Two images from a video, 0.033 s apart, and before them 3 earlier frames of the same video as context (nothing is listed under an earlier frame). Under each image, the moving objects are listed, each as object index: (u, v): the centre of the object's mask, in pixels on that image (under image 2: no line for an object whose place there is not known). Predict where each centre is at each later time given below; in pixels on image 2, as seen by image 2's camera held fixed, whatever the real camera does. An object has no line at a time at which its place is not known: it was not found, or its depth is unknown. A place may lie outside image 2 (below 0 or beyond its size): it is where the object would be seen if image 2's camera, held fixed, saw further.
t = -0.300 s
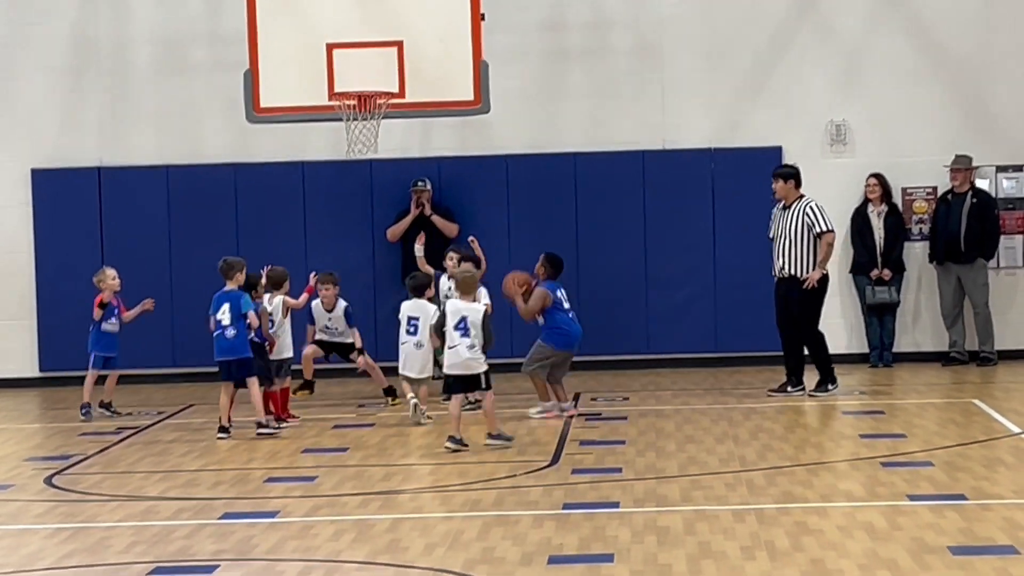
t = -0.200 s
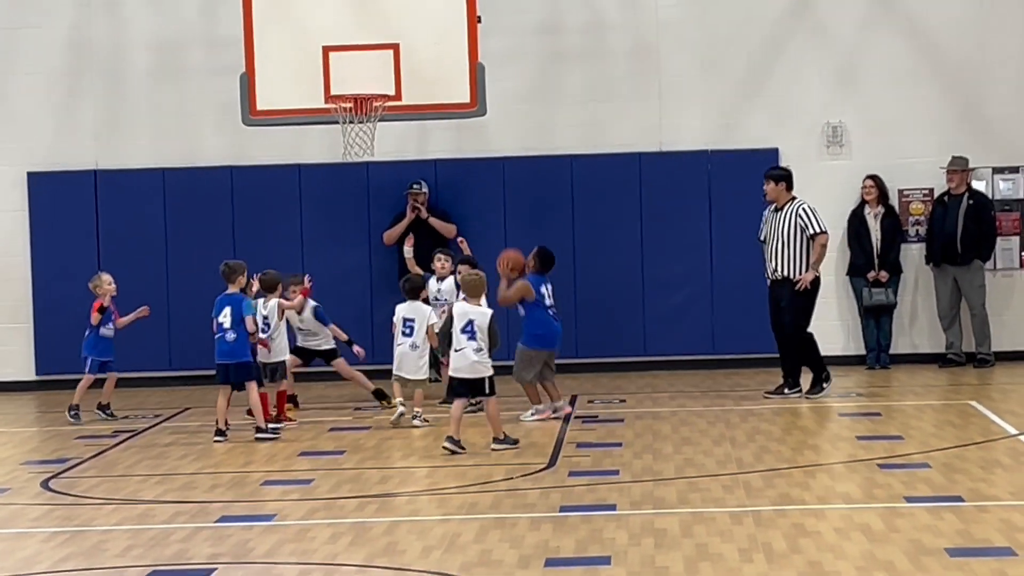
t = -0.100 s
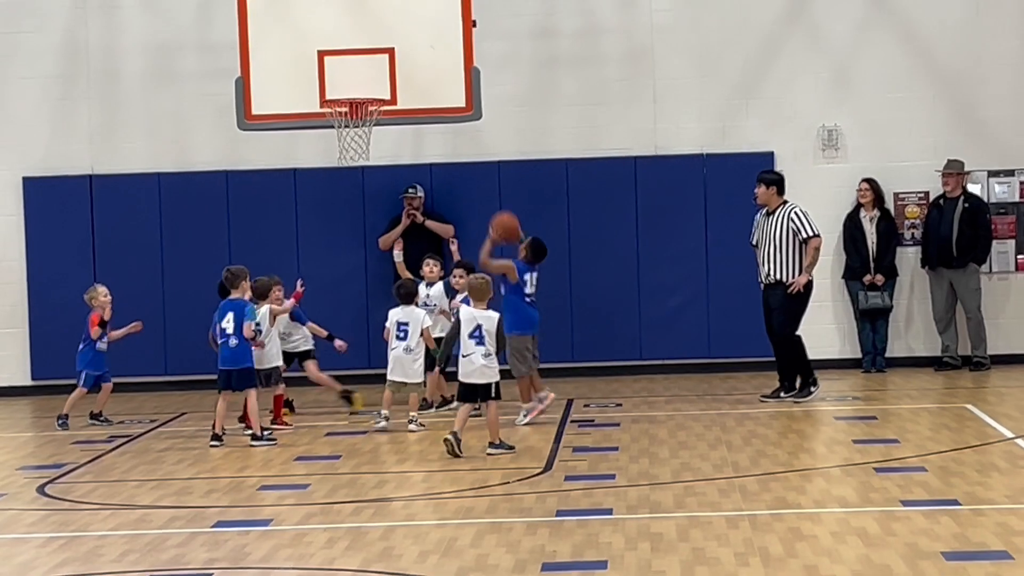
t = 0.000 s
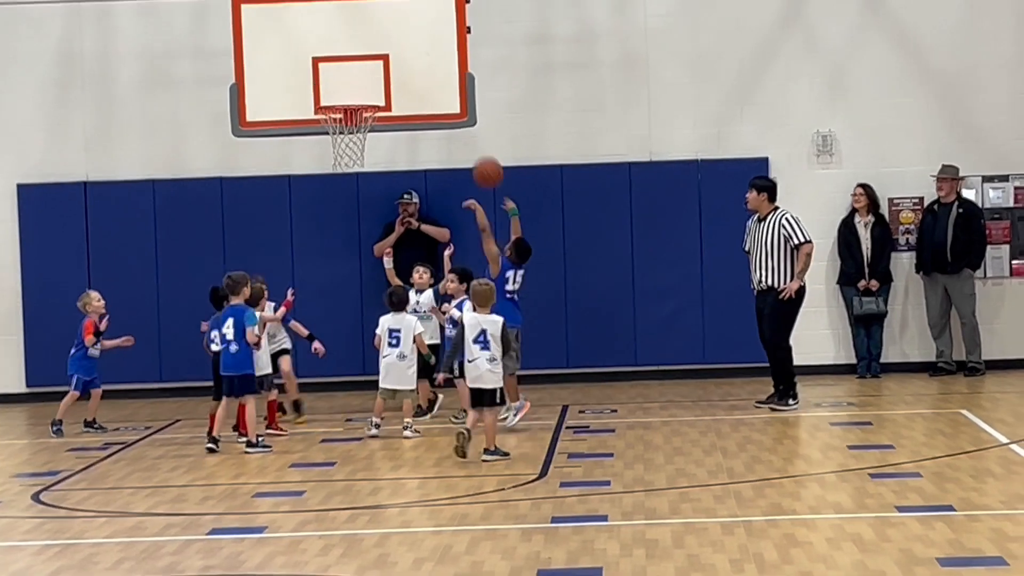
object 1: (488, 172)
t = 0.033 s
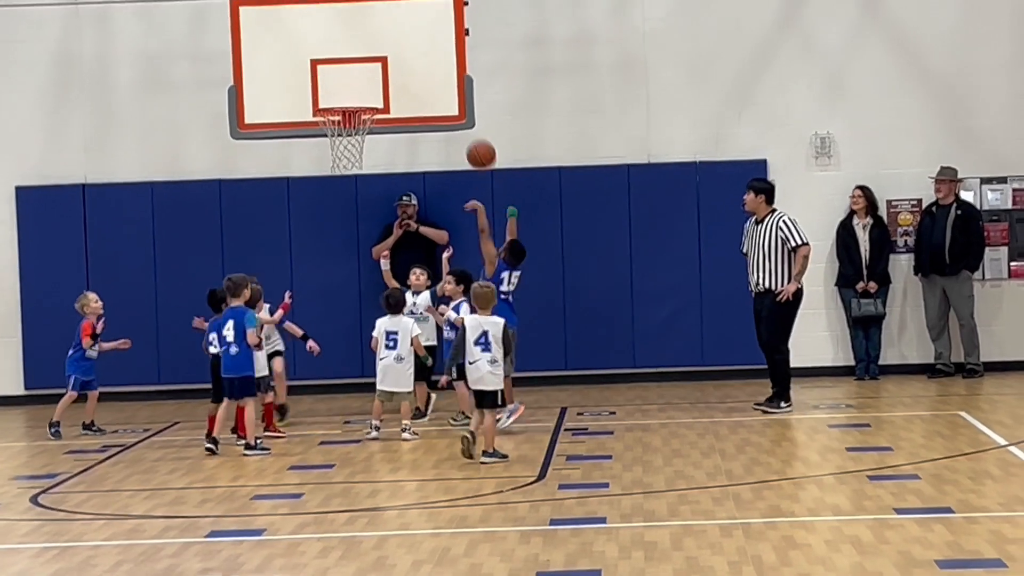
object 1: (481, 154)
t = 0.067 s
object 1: (476, 137)
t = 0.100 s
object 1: (472, 121)
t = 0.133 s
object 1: (468, 106)
